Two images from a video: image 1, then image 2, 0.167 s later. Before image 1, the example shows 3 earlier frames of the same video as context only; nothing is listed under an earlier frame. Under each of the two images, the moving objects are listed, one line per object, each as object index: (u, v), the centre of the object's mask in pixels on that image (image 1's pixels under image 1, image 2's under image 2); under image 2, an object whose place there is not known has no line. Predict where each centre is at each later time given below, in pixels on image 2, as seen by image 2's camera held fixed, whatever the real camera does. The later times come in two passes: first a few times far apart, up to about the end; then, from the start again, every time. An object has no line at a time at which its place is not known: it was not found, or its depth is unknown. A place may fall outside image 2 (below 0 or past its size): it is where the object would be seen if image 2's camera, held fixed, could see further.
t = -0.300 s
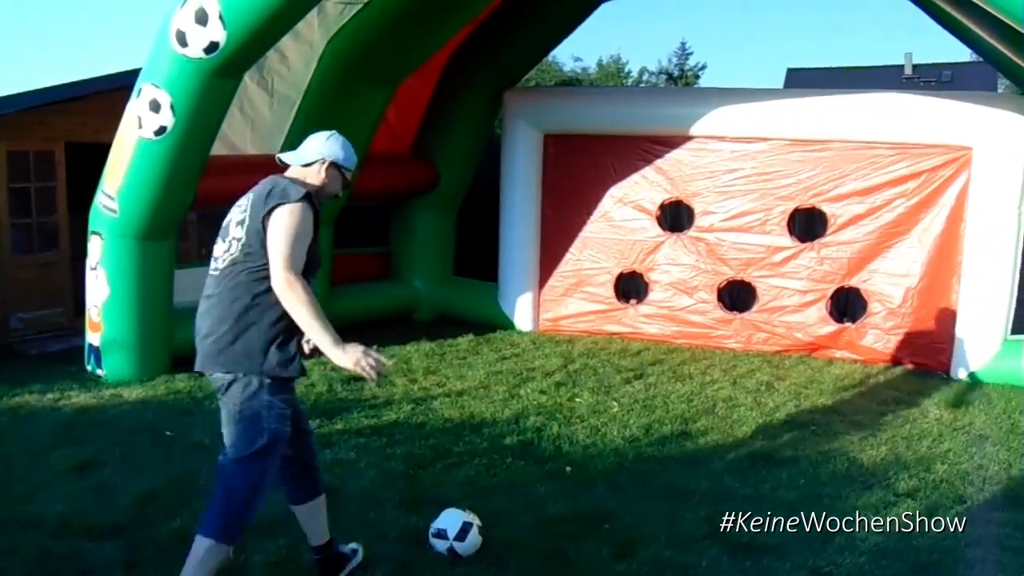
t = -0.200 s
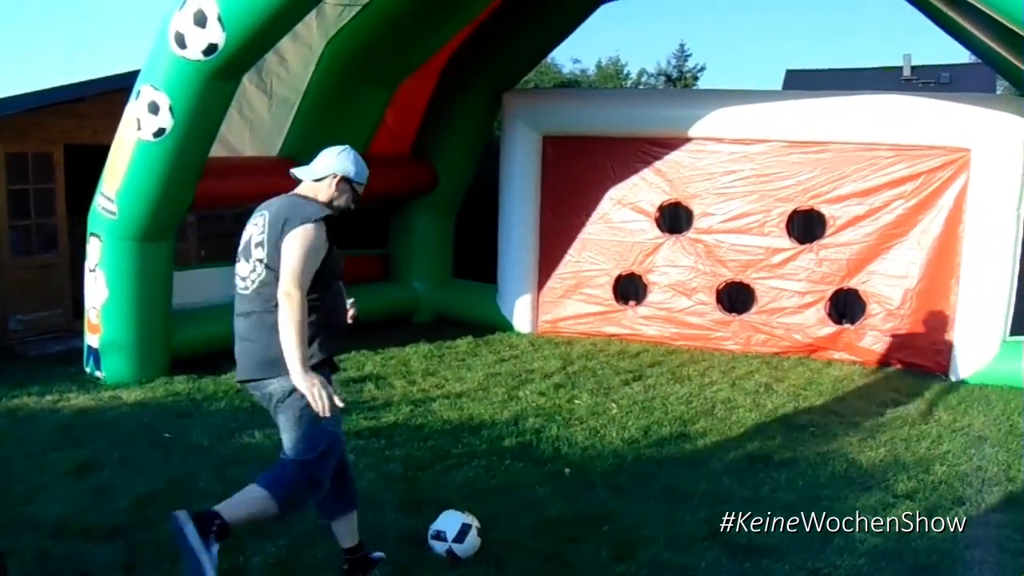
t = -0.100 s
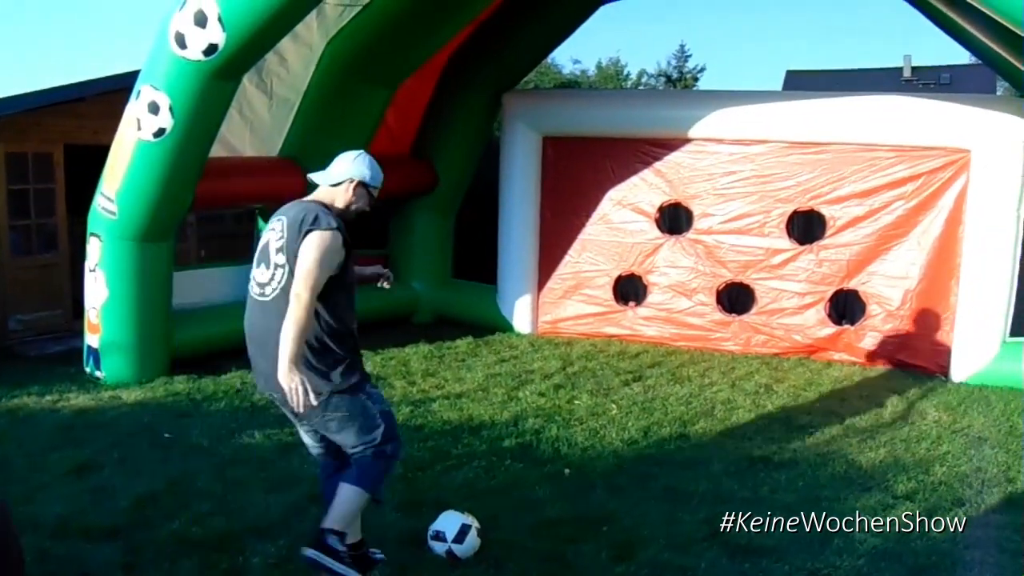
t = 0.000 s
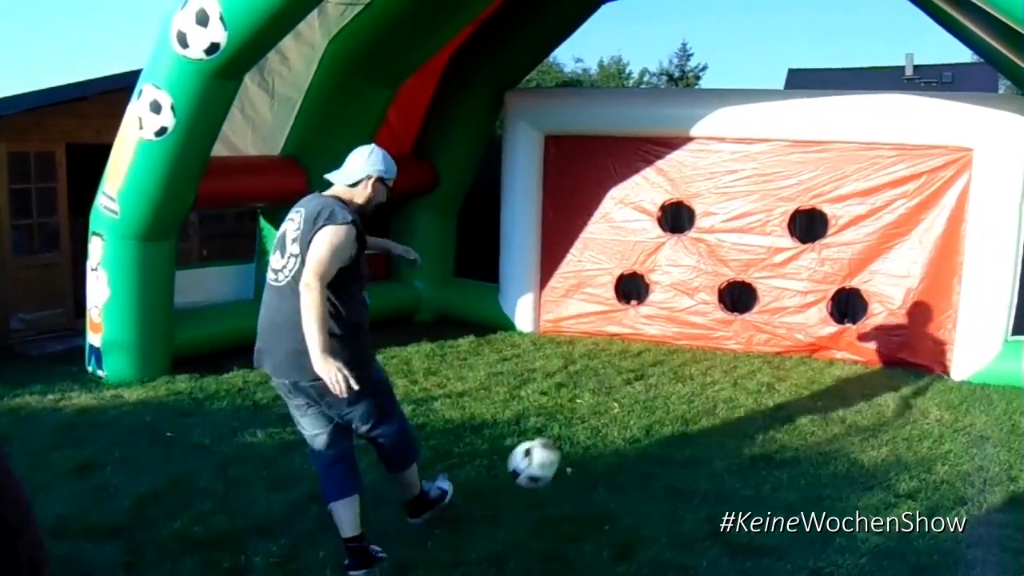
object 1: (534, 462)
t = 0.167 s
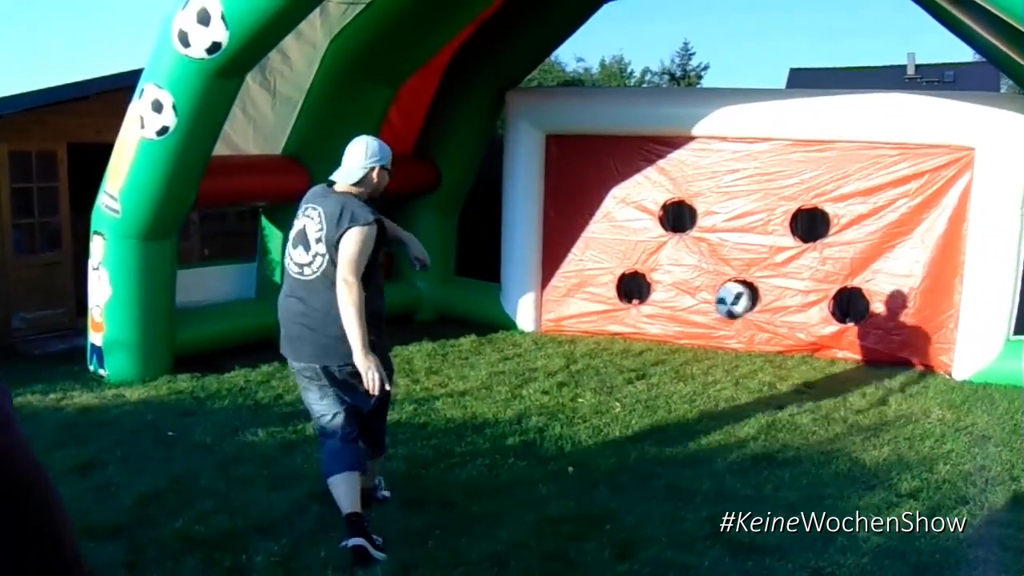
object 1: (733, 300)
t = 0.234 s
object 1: (783, 269)
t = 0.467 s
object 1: (890, 234)
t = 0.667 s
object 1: (893, 277)
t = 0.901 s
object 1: (894, 360)
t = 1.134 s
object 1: (909, 341)
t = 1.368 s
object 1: (923, 372)
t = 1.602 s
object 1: (937, 377)
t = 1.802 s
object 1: (945, 381)
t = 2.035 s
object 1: (955, 385)
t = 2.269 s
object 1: (960, 386)
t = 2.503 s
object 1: (961, 386)
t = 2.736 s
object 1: (960, 386)
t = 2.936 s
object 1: (960, 387)
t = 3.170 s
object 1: (960, 387)
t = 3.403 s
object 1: (960, 387)
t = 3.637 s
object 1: (961, 387)
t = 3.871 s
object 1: (961, 387)
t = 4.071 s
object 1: (961, 387)
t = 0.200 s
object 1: (758, 283)
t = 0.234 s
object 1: (783, 269)
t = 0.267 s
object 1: (805, 256)
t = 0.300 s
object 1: (826, 246)
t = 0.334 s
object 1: (844, 240)
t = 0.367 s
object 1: (862, 235)
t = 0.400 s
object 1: (879, 232)
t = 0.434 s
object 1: (888, 232)
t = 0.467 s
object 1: (890, 234)
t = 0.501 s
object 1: (890, 237)
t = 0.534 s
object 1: (890, 242)
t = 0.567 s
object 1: (890, 249)
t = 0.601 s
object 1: (891, 257)
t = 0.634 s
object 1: (892, 266)
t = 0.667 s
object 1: (893, 277)
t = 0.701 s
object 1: (892, 288)
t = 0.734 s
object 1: (893, 302)
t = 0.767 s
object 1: (893, 317)
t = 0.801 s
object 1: (893, 332)
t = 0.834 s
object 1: (893, 349)
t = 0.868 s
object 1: (893, 363)
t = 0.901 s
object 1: (894, 360)
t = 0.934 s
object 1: (897, 354)
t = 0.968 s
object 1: (899, 349)
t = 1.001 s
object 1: (901, 345)
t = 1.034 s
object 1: (903, 342)
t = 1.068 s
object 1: (905, 341)
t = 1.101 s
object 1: (907, 341)
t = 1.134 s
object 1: (909, 341)
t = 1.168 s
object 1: (911, 345)
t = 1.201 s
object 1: (913, 348)
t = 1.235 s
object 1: (915, 354)
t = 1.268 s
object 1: (917, 360)
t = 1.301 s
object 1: (920, 368)
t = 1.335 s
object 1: (921, 373)
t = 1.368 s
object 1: (923, 372)
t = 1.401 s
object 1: (925, 370)
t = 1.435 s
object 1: (927, 370)
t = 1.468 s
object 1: (929, 371)
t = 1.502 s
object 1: (931, 372)
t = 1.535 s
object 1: (933, 375)
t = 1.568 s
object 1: (935, 377)
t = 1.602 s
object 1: (937, 377)
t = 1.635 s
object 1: (939, 377)
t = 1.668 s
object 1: (940, 377)
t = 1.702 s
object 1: (942, 378)
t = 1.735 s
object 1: (943, 379)
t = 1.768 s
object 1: (944, 380)
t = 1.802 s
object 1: (945, 381)
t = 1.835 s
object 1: (946, 381)
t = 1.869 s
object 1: (948, 382)
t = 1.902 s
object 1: (950, 383)
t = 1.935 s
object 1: (951, 384)
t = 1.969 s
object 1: (952, 385)
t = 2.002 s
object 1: (954, 385)
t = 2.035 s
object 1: (955, 385)
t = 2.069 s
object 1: (956, 386)
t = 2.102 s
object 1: (957, 386)
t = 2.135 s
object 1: (958, 386)
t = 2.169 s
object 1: (959, 386)
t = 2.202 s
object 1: (959, 387)
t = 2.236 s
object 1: (960, 386)
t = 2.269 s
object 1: (960, 386)
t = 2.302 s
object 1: (960, 386)
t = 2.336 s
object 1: (961, 386)
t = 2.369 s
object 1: (961, 386)
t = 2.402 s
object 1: (961, 387)
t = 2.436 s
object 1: (961, 386)
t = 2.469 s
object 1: (961, 386)
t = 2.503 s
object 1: (961, 386)
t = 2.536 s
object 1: (961, 386)
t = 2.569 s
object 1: (960, 386)
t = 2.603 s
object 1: (960, 387)
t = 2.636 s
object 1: (960, 386)
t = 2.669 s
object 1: (960, 386)
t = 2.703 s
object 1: (960, 386)
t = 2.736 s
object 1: (960, 386)
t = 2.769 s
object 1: (960, 386)
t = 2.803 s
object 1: (960, 387)
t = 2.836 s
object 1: (960, 387)
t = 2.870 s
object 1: (959, 387)
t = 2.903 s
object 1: (960, 386)
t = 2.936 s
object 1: (960, 387)
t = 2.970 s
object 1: (960, 387)
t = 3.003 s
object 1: (960, 387)
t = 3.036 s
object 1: (960, 387)
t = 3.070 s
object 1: (960, 387)
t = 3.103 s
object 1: (960, 387)
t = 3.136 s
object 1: (960, 387)
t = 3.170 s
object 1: (960, 387)
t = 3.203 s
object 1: (960, 387)
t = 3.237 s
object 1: (960, 387)
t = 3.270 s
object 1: (960, 387)
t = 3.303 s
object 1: (960, 387)
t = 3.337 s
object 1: (960, 387)
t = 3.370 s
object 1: (960, 387)
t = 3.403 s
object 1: (960, 387)
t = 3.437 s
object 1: (960, 387)
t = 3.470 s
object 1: (960, 387)
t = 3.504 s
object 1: (960, 387)
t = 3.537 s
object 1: (960, 387)
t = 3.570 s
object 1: (960, 387)
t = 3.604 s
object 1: (960, 387)
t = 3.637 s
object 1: (961, 387)
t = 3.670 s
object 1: (960, 387)
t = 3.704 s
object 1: (960, 387)
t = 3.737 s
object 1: (961, 387)
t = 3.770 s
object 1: (961, 387)
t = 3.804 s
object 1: (961, 387)
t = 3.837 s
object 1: (961, 387)
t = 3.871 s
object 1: (961, 387)
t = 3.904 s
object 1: (961, 387)
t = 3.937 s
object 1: (961, 387)
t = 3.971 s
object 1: (961, 387)
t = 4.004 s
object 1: (961, 387)
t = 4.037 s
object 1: (961, 387)
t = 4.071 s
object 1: (961, 387)
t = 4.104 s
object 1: (961, 387)
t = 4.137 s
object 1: (961, 387)
